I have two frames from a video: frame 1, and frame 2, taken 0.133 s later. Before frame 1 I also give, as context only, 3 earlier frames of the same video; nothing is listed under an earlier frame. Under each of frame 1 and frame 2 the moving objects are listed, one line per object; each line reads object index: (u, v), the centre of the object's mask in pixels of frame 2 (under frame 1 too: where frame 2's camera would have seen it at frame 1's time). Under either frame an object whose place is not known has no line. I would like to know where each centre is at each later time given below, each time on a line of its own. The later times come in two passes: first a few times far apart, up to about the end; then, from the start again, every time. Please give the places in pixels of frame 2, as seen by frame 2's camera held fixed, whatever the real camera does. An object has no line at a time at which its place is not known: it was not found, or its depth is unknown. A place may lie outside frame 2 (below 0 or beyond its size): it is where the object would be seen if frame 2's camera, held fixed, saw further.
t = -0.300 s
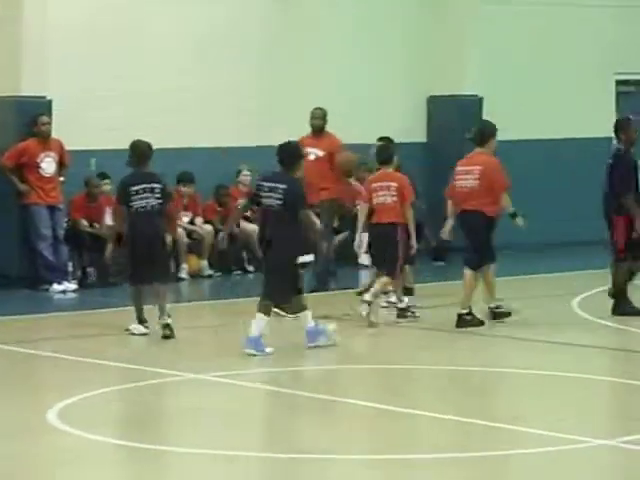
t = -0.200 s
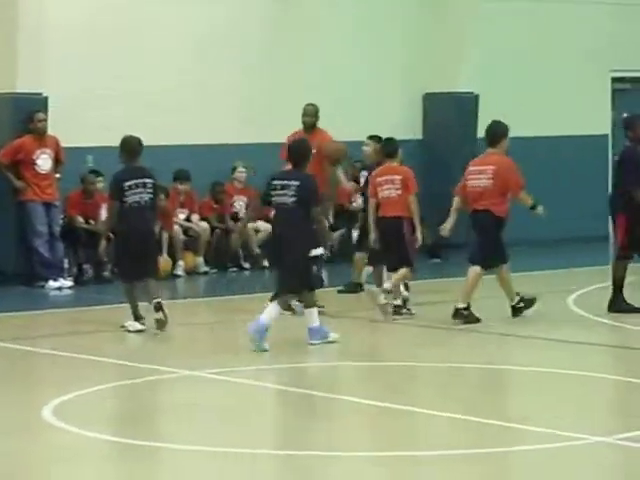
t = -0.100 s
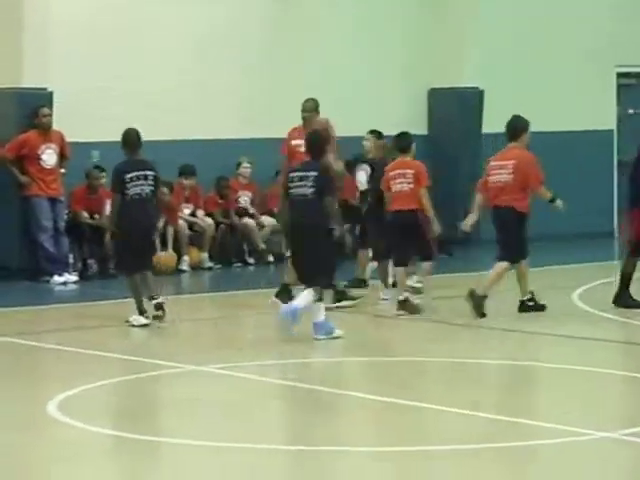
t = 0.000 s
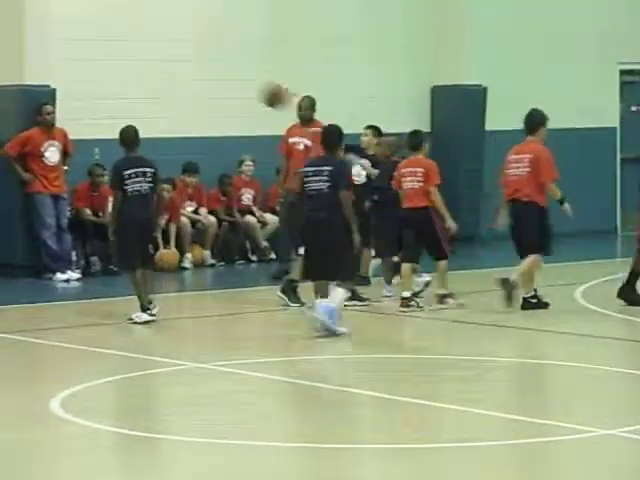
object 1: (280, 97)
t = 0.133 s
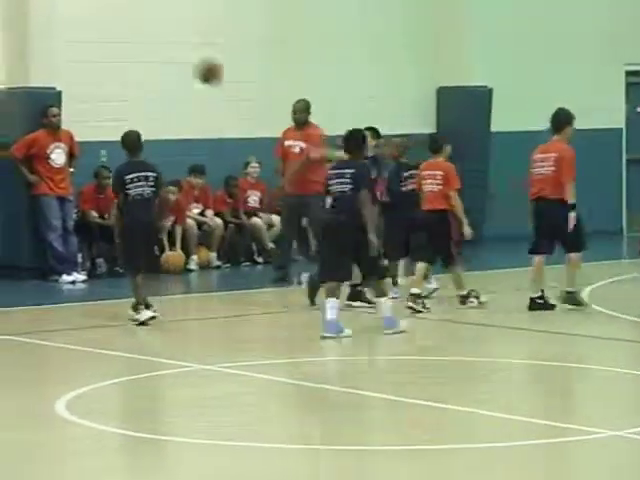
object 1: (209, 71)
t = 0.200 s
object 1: (172, 66)
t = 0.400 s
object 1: (61, 77)
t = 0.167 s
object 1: (191, 68)
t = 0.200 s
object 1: (172, 66)
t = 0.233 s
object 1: (154, 64)
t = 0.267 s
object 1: (136, 65)
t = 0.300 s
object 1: (118, 66)
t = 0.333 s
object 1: (99, 69)
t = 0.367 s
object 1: (80, 73)
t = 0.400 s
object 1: (61, 77)
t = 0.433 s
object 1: (42, 82)
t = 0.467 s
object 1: (21, 92)
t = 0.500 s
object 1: (3, 103)
